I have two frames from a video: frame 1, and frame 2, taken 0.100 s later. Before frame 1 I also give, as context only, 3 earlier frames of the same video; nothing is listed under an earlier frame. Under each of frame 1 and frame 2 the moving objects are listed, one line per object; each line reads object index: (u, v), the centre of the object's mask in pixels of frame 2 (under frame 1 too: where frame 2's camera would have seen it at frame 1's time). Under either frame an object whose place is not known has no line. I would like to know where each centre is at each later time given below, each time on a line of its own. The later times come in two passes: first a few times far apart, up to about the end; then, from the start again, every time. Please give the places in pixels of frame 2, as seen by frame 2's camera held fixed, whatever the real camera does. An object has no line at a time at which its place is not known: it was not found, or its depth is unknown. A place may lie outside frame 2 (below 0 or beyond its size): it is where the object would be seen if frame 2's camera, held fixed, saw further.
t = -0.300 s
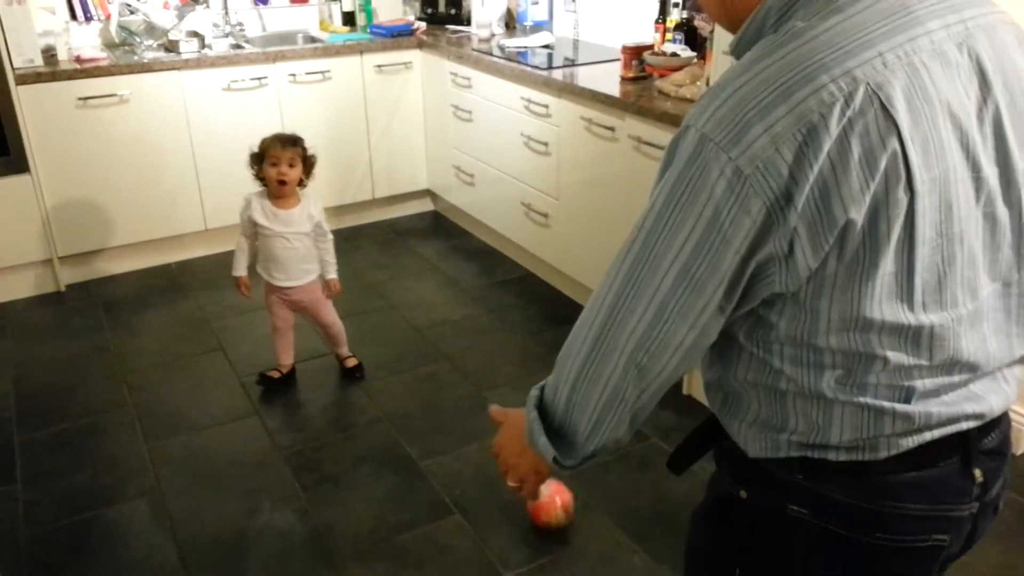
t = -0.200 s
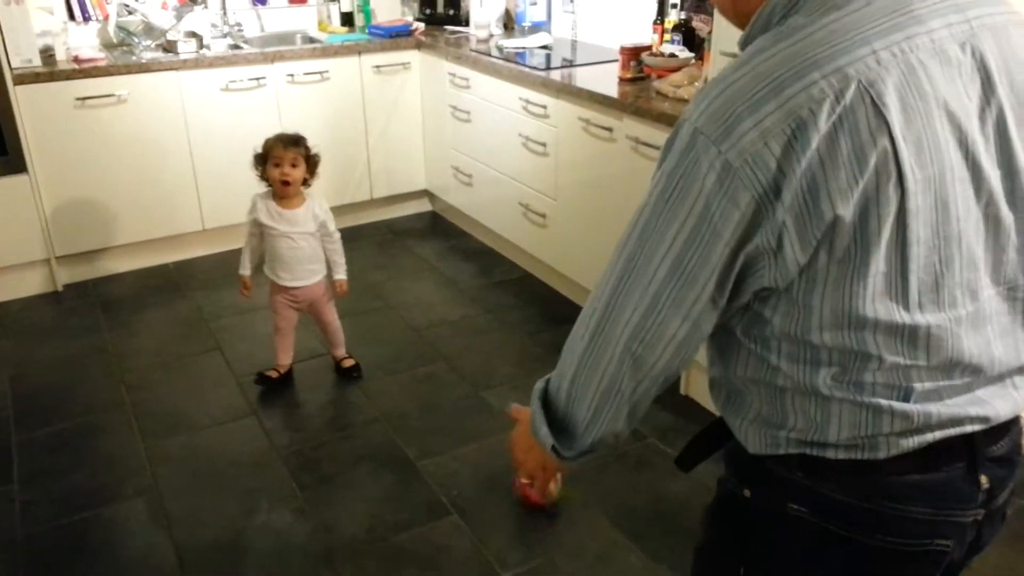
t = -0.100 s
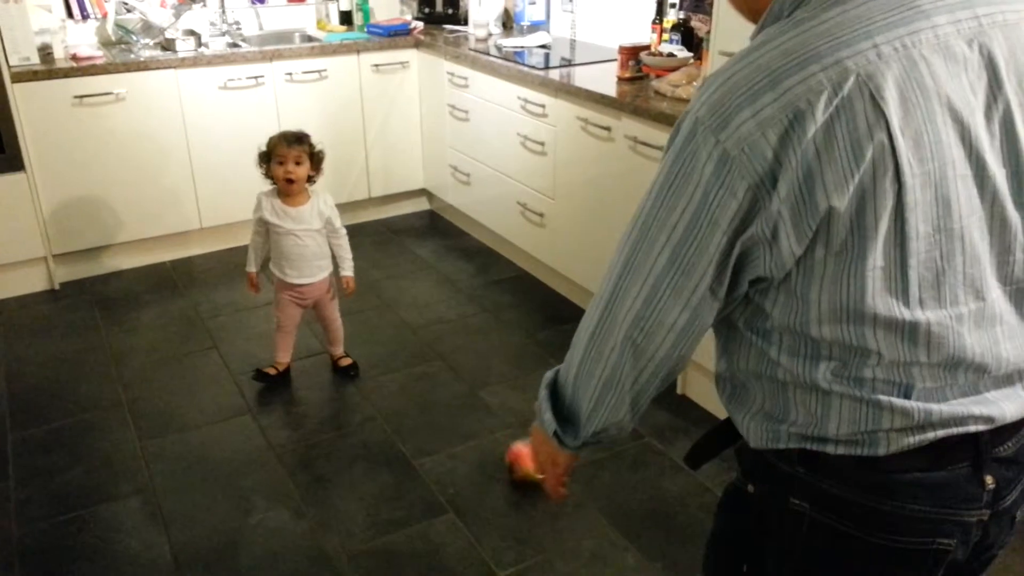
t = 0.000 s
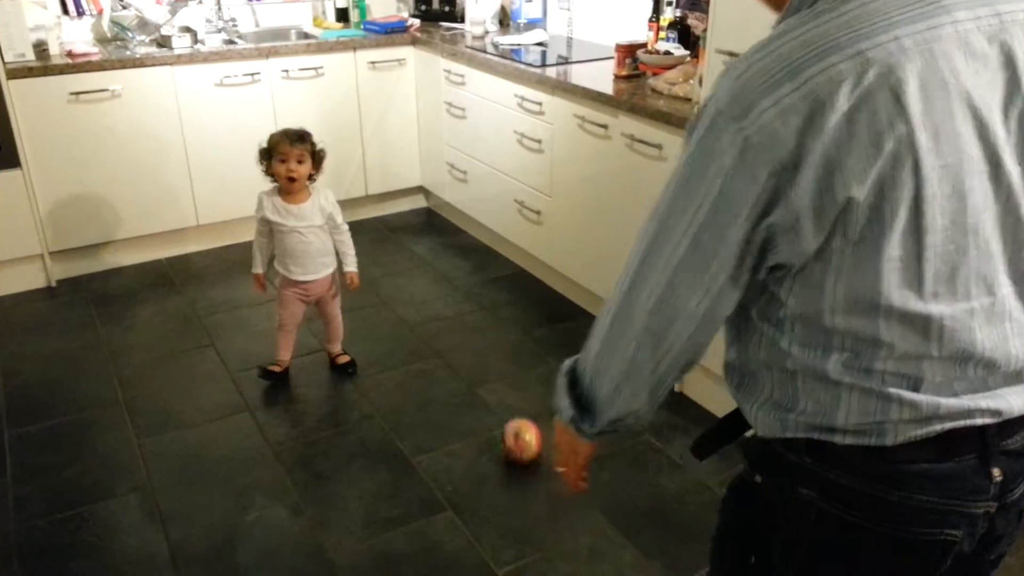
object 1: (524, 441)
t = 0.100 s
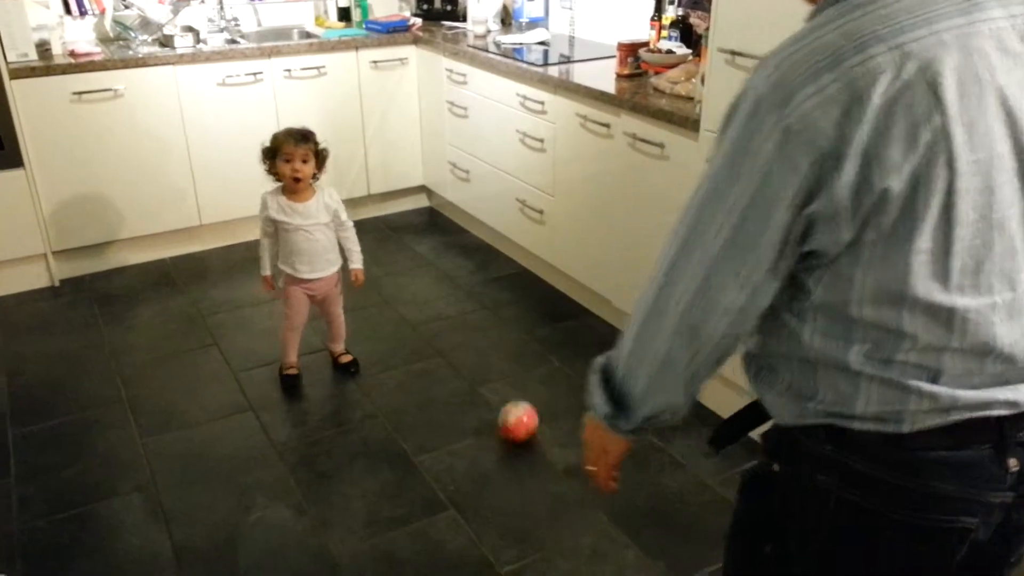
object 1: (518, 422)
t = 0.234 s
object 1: (513, 400)
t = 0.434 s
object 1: (510, 373)
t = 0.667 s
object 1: (509, 343)
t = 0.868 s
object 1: (513, 322)
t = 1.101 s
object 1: (517, 298)
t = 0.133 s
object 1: (517, 416)
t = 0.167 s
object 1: (515, 410)
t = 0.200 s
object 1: (513, 405)
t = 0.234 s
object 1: (513, 400)
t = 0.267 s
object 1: (513, 395)
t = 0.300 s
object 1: (512, 391)
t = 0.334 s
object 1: (511, 386)
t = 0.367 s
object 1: (510, 382)
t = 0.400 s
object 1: (510, 377)
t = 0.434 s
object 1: (510, 373)
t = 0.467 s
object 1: (510, 369)
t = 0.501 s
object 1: (509, 365)
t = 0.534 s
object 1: (509, 360)
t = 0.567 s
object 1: (509, 355)
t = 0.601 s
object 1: (509, 351)
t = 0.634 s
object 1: (510, 347)
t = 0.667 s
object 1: (509, 343)
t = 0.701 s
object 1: (510, 339)
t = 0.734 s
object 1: (510, 337)
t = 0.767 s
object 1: (511, 332)
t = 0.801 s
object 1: (511, 328)
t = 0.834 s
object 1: (512, 325)
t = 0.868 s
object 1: (513, 322)
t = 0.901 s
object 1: (514, 319)
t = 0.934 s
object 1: (514, 316)
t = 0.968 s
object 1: (514, 312)
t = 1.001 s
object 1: (515, 308)
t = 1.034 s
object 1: (516, 305)
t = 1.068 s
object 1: (517, 303)
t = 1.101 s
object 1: (517, 298)
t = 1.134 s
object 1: (519, 296)
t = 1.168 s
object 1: (519, 293)
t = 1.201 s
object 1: (520, 291)
